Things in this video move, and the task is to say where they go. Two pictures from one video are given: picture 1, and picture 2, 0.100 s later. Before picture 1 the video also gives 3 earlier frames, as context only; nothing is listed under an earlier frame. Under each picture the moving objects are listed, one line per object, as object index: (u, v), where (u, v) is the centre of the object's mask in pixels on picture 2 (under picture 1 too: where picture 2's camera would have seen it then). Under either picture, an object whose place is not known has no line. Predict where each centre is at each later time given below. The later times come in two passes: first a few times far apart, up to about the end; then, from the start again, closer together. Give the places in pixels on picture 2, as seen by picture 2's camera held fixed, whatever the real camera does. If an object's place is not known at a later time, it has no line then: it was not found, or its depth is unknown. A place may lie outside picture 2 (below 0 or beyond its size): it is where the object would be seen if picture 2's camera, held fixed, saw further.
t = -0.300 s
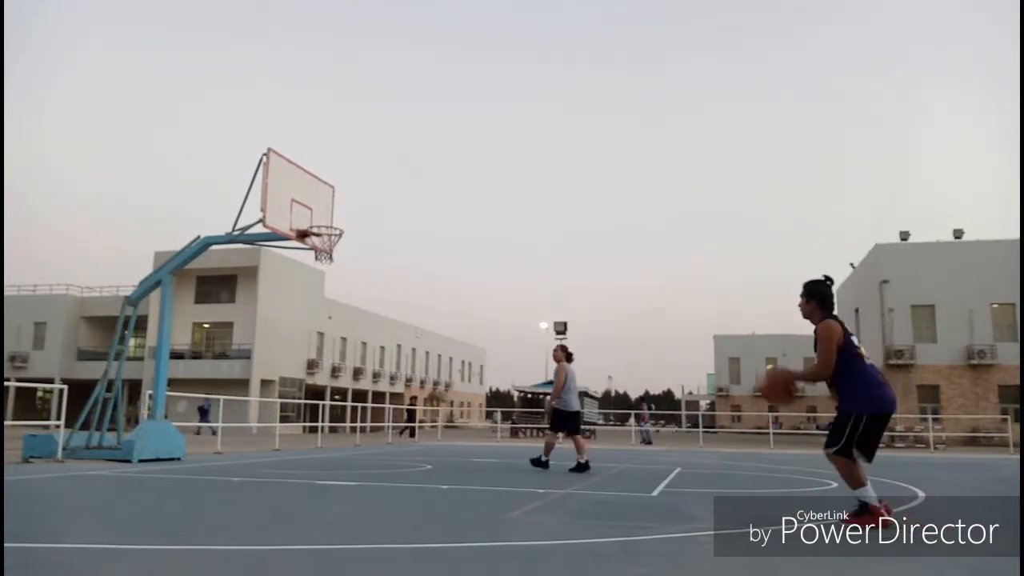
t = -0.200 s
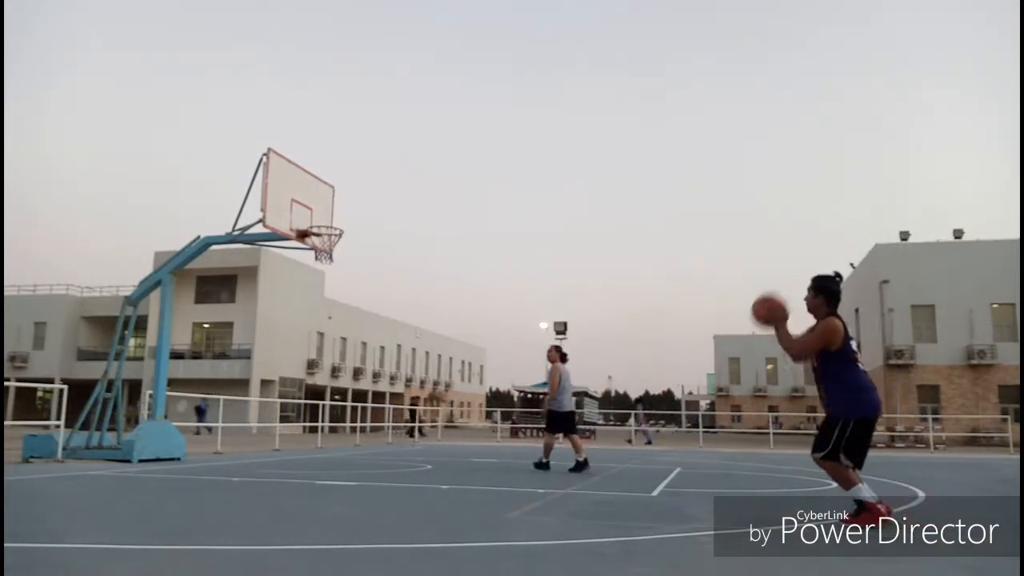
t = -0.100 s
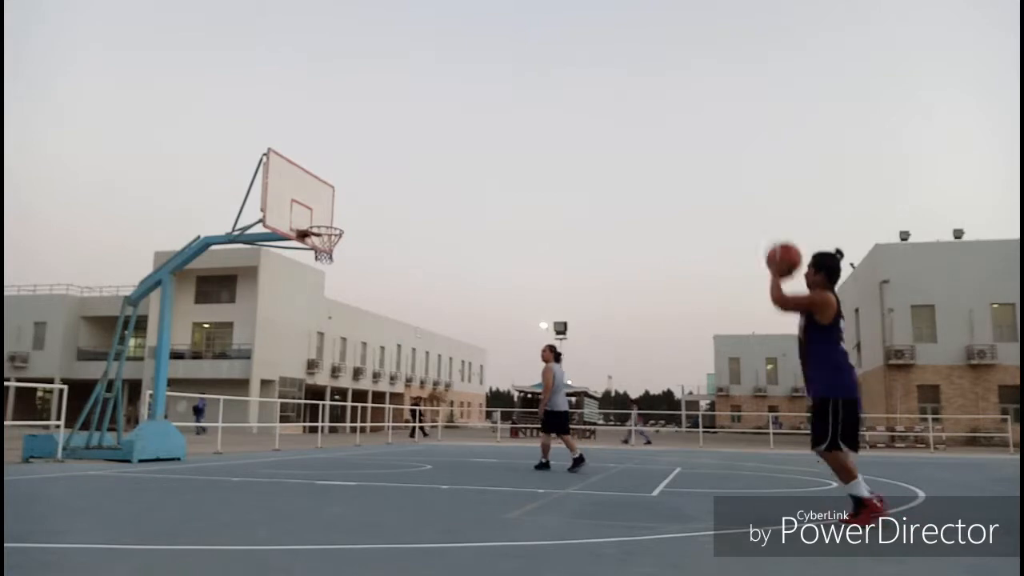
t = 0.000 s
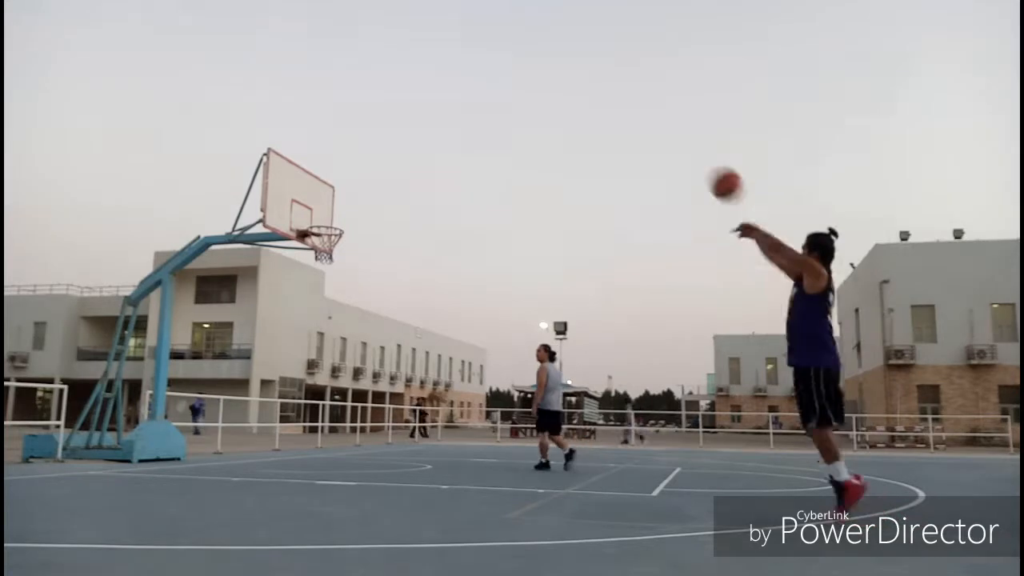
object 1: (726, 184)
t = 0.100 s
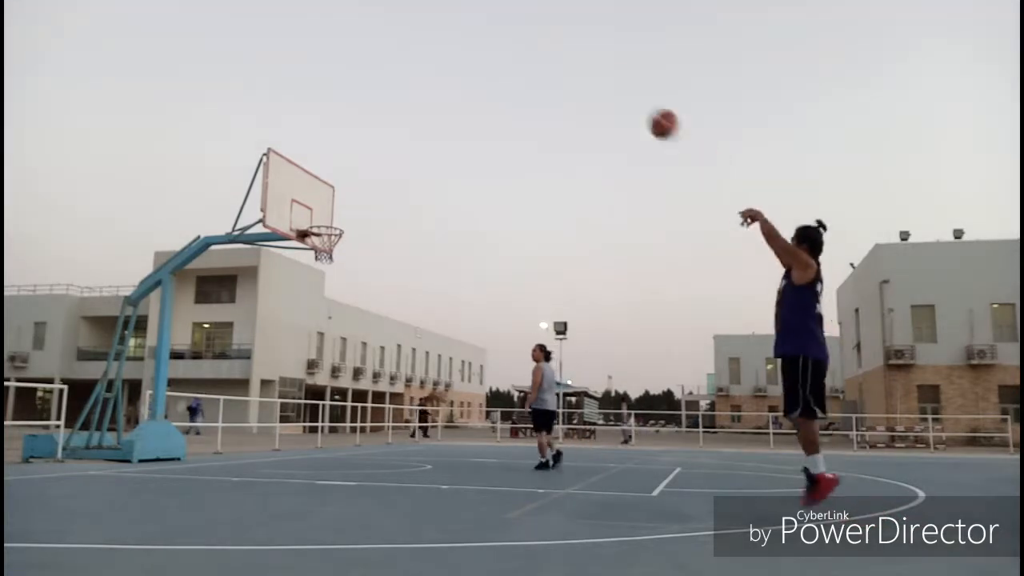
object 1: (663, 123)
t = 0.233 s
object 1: (596, 75)
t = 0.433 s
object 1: (516, 50)
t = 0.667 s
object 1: (443, 67)
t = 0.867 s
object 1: (391, 113)
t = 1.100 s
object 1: (339, 192)
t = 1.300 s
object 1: (306, 184)
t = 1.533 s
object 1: (271, 148)
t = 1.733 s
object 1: (234, 150)
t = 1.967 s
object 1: (184, 196)
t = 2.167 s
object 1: (128, 283)
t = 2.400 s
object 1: (52, 459)
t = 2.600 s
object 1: (11, 345)
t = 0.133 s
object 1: (645, 109)
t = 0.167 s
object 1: (628, 95)
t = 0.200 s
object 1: (612, 84)
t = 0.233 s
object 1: (596, 75)
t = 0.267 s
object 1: (581, 67)
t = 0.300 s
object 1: (568, 61)
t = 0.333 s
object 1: (554, 56)
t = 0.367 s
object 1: (541, 53)
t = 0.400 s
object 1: (529, 50)
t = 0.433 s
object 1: (516, 50)
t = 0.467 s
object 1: (505, 50)
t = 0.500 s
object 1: (494, 50)
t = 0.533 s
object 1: (483, 52)
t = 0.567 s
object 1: (473, 55)
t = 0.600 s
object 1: (463, 58)
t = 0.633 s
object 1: (453, 62)
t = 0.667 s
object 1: (443, 67)
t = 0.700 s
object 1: (434, 74)
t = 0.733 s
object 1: (425, 80)
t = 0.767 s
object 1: (416, 87)
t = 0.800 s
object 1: (408, 95)
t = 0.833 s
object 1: (400, 103)
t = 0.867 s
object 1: (391, 113)
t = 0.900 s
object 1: (383, 123)
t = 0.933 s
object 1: (375, 133)
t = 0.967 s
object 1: (368, 144)
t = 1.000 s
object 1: (360, 155)
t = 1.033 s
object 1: (353, 167)
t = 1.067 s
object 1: (346, 179)
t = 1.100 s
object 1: (339, 192)
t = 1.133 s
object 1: (332, 205)
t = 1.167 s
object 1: (326, 218)
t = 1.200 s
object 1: (320, 211)
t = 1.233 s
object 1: (316, 201)
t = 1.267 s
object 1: (311, 192)
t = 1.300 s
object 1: (306, 184)
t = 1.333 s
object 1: (302, 176)
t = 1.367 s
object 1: (297, 170)
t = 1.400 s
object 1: (292, 164)
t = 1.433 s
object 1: (287, 159)
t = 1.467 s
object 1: (281, 155)
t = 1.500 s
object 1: (276, 151)
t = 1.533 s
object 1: (271, 148)
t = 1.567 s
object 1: (265, 146)
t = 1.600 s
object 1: (260, 145)
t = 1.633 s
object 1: (254, 145)
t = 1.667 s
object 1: (247, 145)
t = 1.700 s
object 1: (241, 147)
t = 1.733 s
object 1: (234, 150)
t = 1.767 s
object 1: (227, 153)
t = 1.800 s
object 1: (221, 158)
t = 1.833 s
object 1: (214, 163)
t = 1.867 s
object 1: (207, 170)
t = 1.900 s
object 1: (199, 178)
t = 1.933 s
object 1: (192, 186)
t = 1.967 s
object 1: (184, 196)
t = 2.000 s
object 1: (175, 207)
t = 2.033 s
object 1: (167, 219)
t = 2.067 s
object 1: (158, 233)
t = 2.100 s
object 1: (148, 248)
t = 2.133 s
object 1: (138, 266)
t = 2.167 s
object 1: (128, 283)
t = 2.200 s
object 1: (118, 303)
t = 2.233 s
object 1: (109, 324)
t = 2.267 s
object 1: (99, 345)
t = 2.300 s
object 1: (87, 371)
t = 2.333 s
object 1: (77, 397)
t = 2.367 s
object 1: (65, 426)
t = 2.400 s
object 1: (52, 459)
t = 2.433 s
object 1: (42, 461)
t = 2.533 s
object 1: (22, 386)
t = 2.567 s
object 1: (15, 365)
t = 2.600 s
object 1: (11, 345)
